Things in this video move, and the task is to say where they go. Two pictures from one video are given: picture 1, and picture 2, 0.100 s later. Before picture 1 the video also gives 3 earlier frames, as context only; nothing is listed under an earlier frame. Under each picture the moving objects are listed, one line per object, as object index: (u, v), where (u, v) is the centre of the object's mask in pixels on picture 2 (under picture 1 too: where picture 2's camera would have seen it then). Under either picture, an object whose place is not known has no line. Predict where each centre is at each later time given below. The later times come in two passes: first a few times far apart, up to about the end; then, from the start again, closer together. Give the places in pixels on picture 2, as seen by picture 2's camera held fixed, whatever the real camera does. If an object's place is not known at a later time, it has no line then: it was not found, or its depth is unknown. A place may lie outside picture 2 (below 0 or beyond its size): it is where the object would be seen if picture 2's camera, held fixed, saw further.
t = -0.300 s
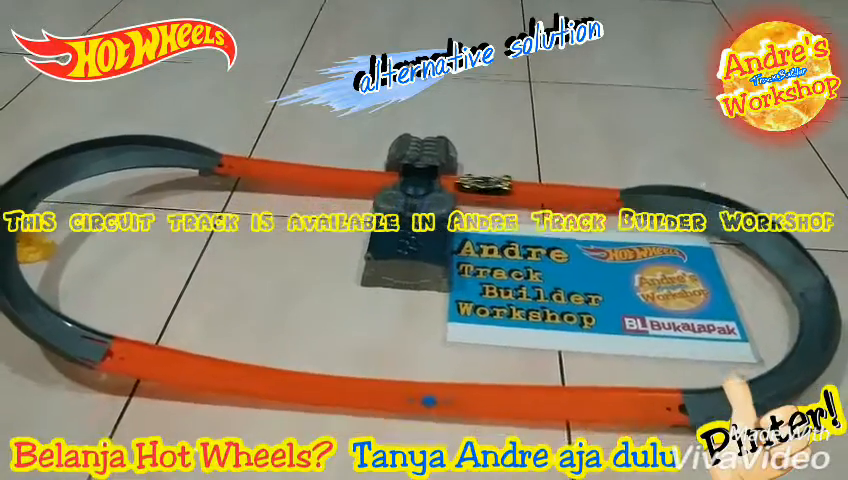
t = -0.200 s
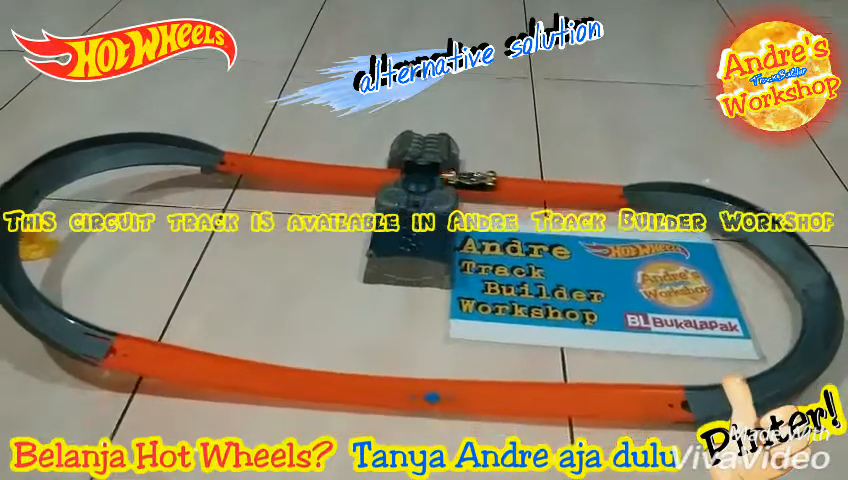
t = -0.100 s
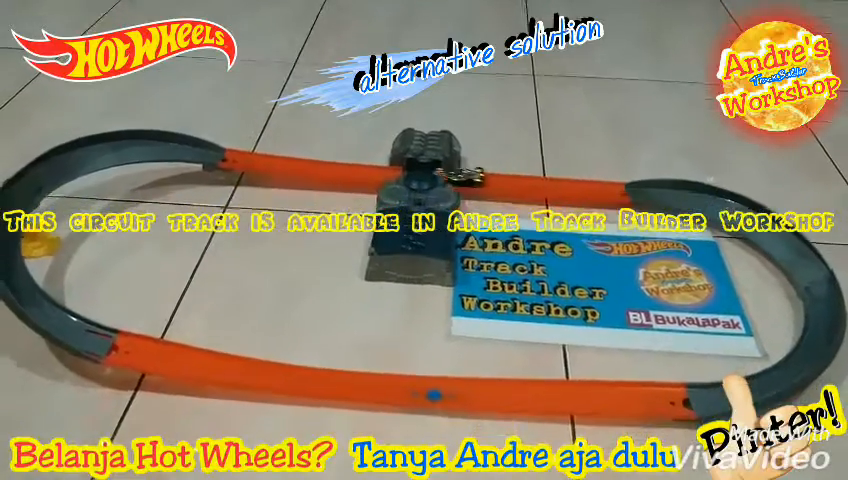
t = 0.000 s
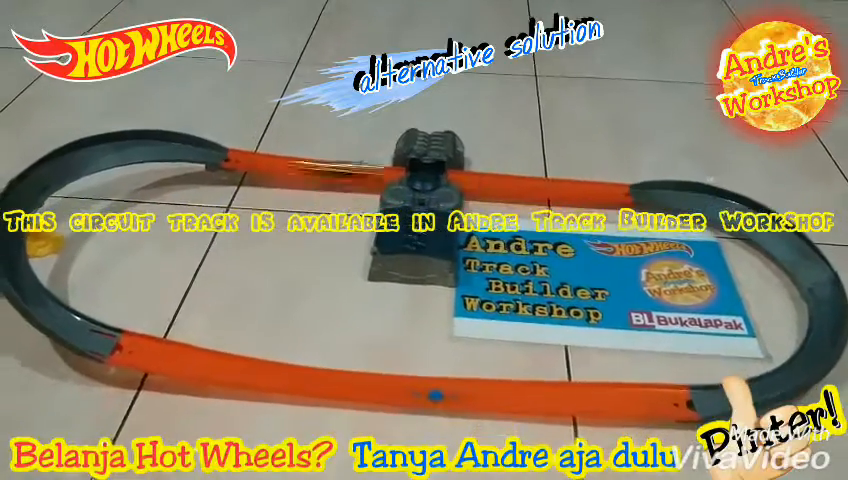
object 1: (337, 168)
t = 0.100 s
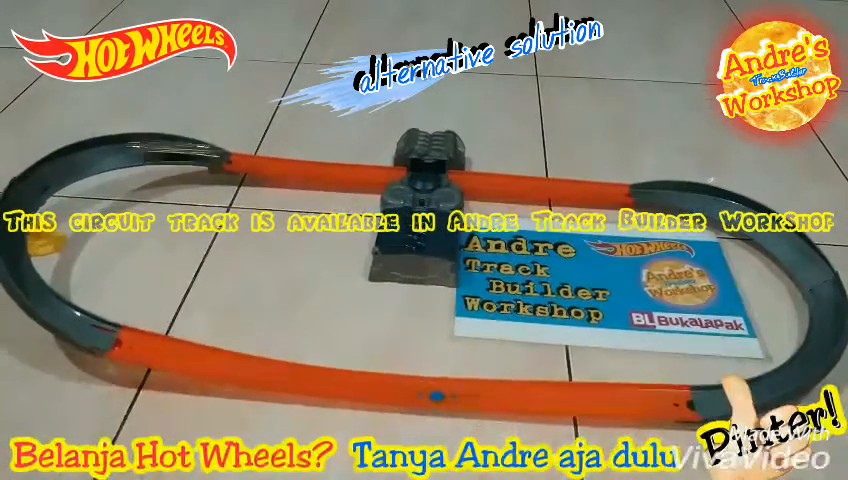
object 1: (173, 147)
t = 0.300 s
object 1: (19, 277)
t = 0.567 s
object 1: (324, 374)
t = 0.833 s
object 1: (706, 401)
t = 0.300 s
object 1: (19, 277)
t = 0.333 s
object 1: (38, 299)
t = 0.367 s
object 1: (52, 310)
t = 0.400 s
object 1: (100, 341)
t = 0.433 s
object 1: (139, 354)
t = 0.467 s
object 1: (180, 360)
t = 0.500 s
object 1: (236, 370)
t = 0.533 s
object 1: (279, 372)
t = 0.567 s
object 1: (324, 374)
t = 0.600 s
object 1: (378, 380)
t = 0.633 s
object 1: (424, 385)
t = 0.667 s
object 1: (470, 386)
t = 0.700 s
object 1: (527, 388)
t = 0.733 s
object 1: (576, 391)
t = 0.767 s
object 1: (623, 395)
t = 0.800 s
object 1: (670, 400)
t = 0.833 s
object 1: (706, 401)
